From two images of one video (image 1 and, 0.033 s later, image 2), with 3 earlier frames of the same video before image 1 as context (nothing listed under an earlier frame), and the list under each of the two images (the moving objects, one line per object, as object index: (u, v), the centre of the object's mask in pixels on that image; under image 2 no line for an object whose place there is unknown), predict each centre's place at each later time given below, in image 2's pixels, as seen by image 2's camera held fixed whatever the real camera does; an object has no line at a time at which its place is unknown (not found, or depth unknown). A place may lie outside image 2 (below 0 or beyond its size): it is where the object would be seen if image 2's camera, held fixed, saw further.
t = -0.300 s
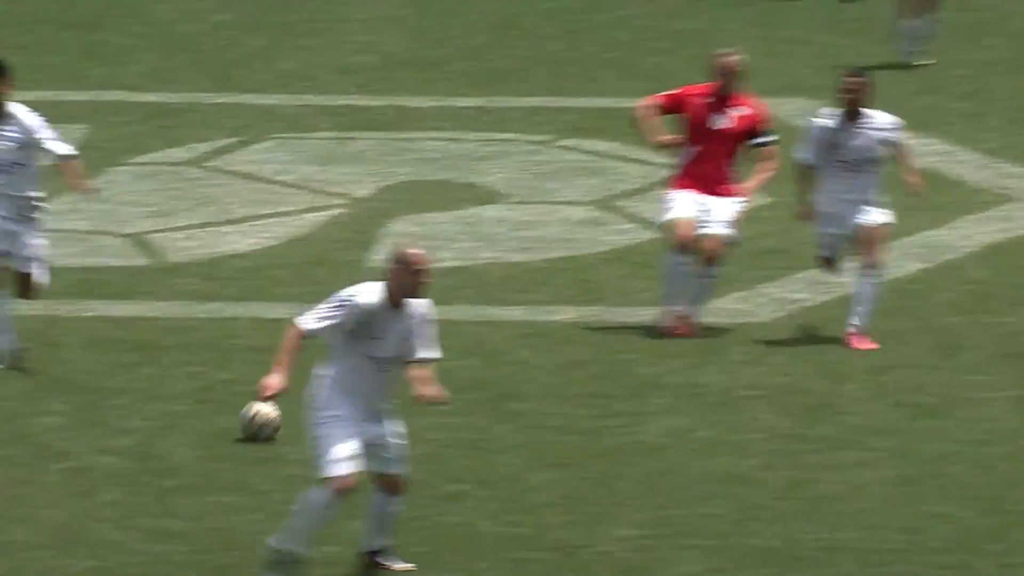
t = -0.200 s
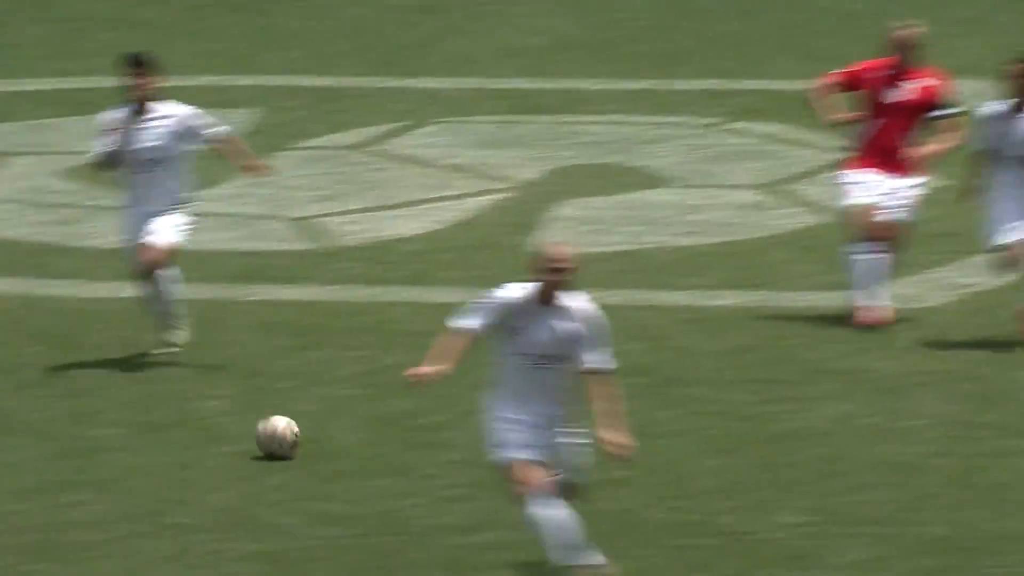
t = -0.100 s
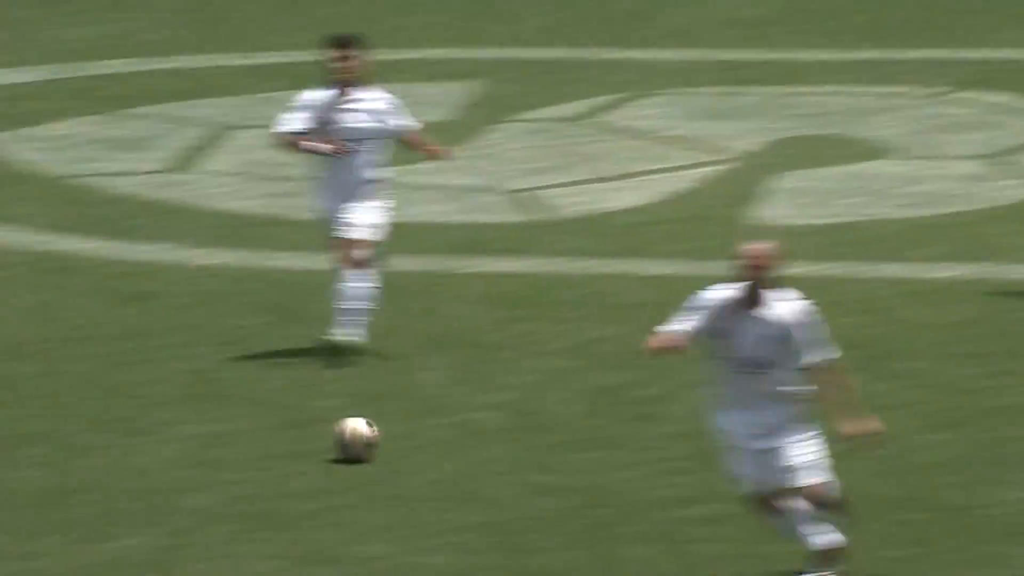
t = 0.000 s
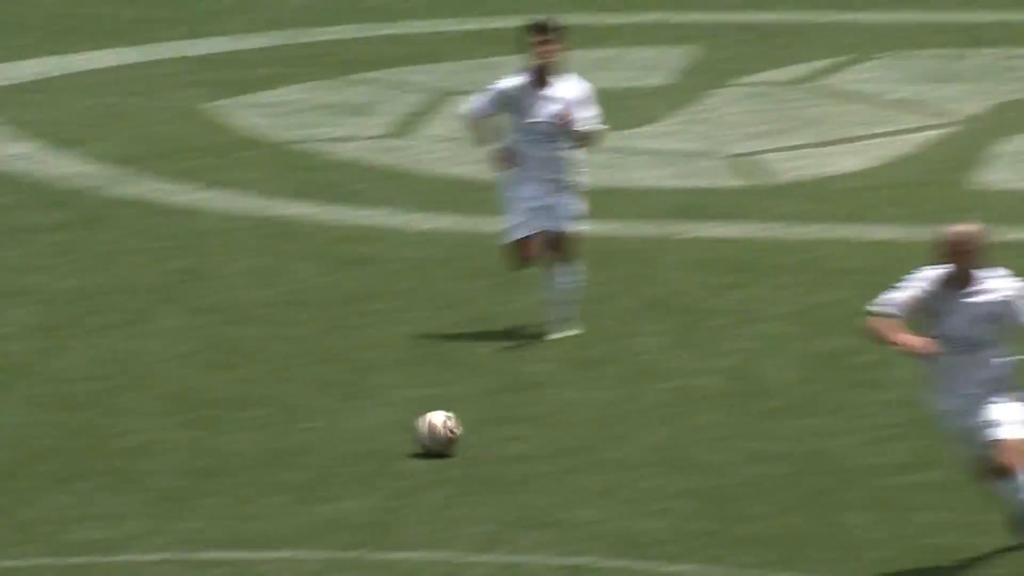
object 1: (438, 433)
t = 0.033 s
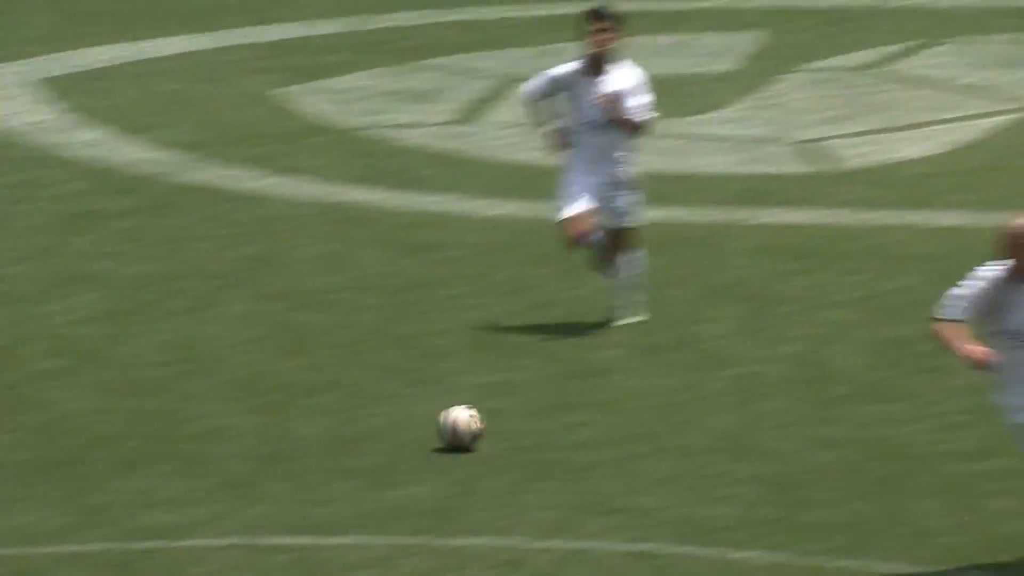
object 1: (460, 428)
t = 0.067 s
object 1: (417, 439)
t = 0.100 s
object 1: (374, 447)
